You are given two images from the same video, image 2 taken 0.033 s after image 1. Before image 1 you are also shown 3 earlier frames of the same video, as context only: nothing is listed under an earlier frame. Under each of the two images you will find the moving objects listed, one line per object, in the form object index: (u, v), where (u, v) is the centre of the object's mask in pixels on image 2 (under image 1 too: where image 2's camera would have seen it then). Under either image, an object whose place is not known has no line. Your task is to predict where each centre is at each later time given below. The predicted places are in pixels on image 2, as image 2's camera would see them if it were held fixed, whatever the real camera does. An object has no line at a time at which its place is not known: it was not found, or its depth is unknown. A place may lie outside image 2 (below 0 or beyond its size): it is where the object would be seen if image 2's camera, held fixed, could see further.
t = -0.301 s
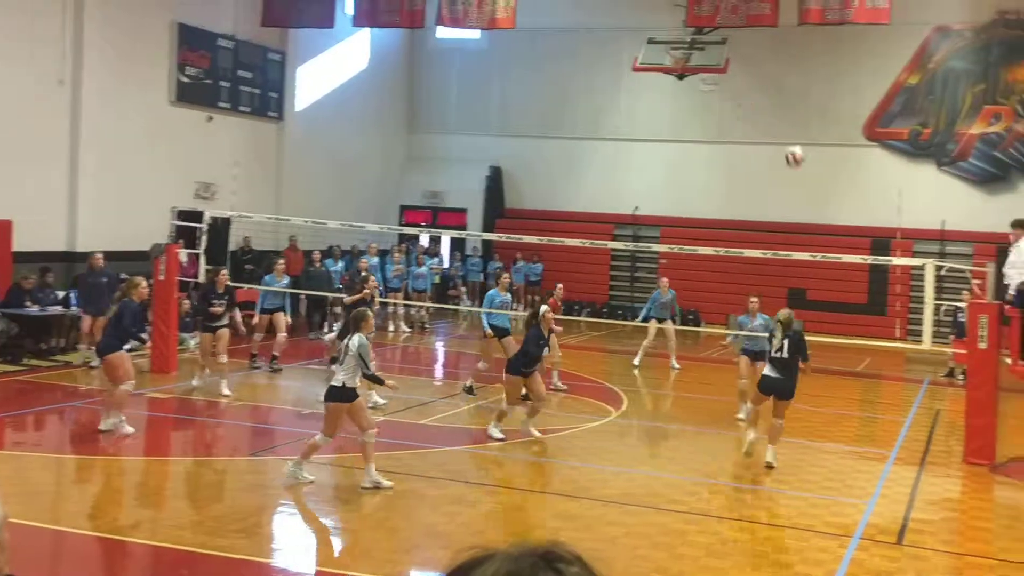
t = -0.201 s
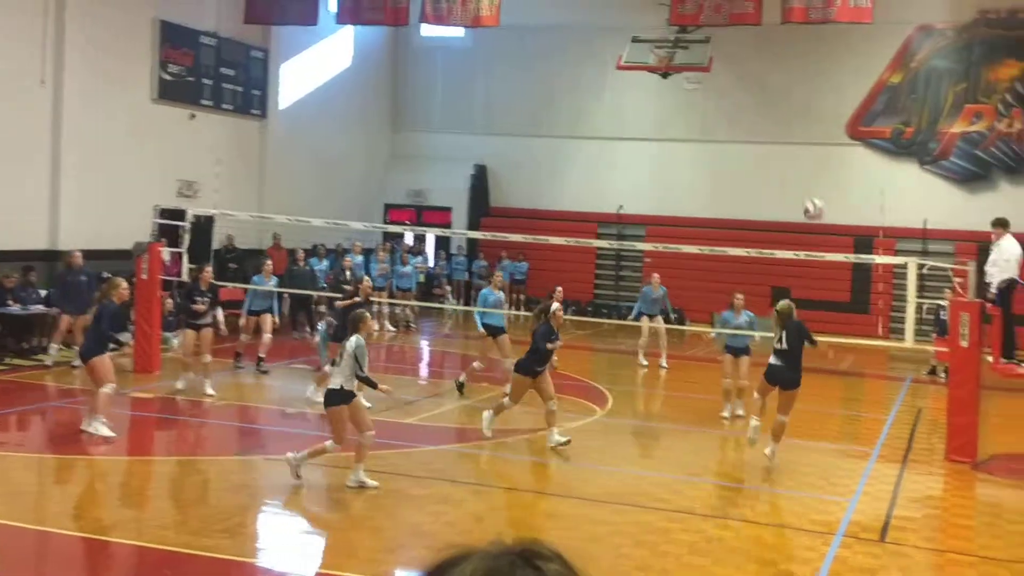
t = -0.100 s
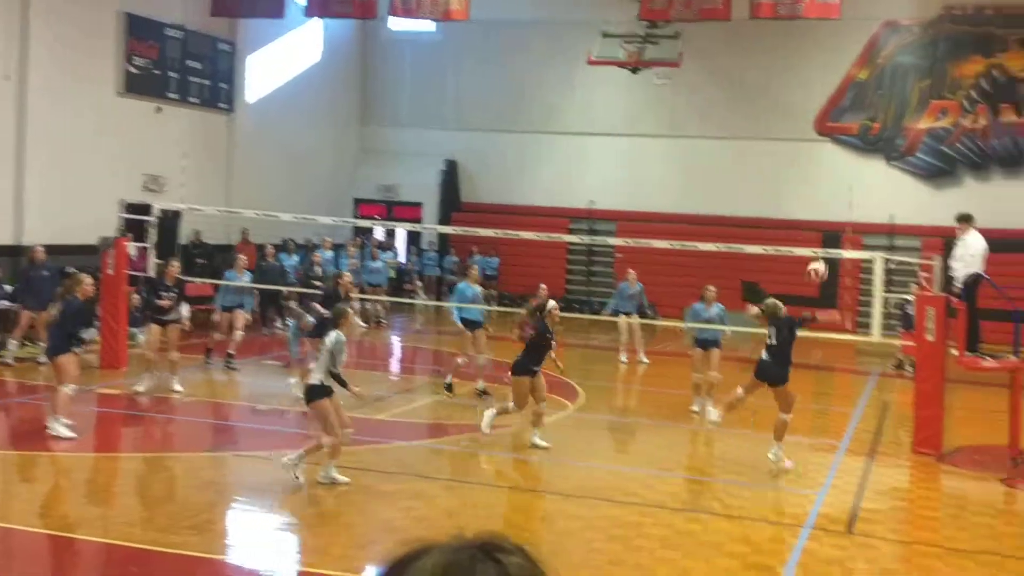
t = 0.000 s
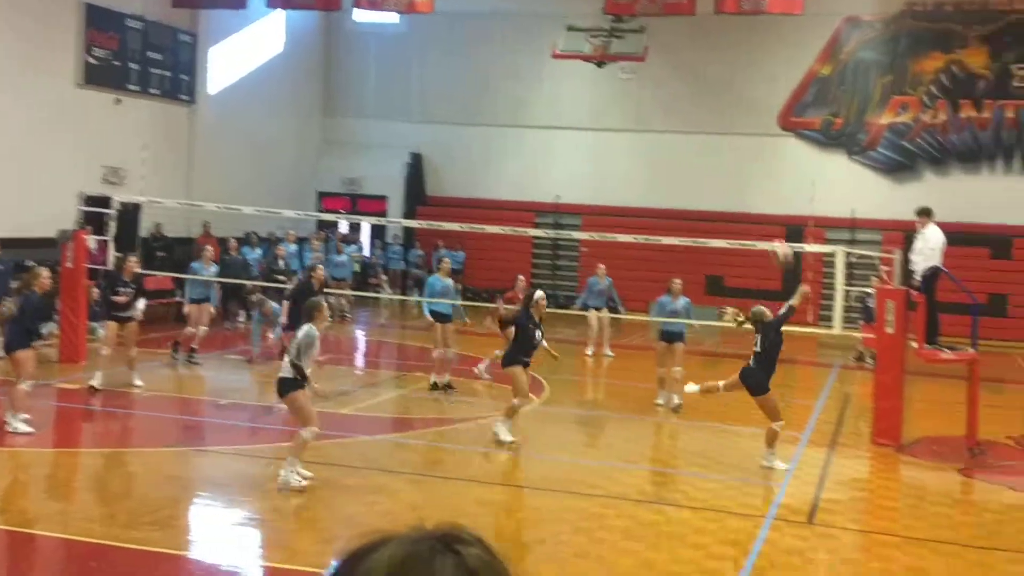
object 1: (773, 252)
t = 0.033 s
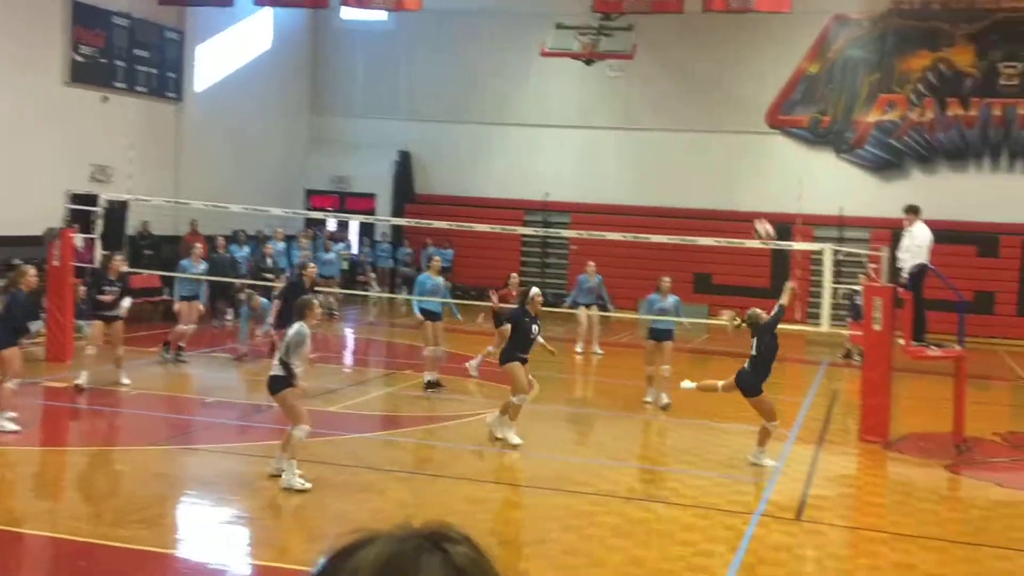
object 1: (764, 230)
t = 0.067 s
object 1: (756, 213)
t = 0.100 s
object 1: (748, 196)
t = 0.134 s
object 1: (741, 182)
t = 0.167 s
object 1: (733, 167)
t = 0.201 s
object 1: (727, 154)
